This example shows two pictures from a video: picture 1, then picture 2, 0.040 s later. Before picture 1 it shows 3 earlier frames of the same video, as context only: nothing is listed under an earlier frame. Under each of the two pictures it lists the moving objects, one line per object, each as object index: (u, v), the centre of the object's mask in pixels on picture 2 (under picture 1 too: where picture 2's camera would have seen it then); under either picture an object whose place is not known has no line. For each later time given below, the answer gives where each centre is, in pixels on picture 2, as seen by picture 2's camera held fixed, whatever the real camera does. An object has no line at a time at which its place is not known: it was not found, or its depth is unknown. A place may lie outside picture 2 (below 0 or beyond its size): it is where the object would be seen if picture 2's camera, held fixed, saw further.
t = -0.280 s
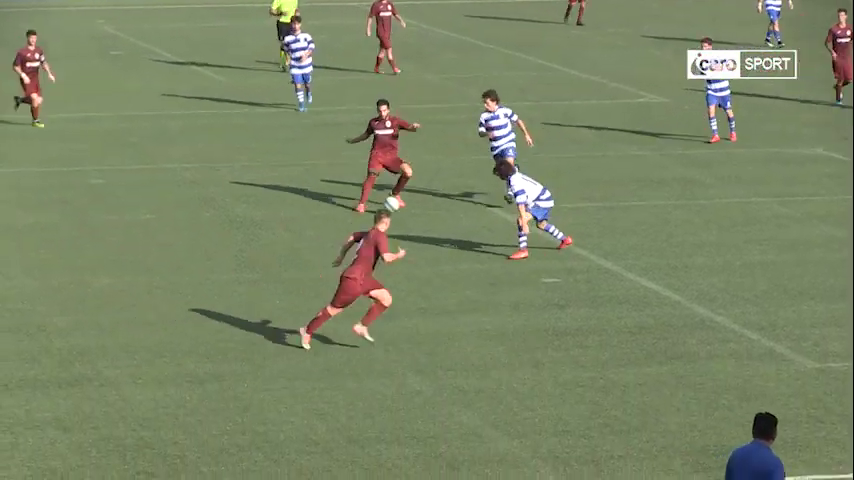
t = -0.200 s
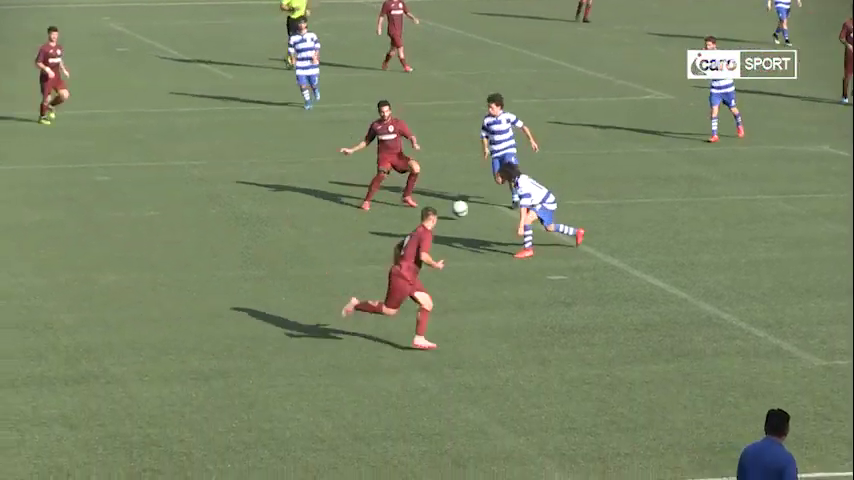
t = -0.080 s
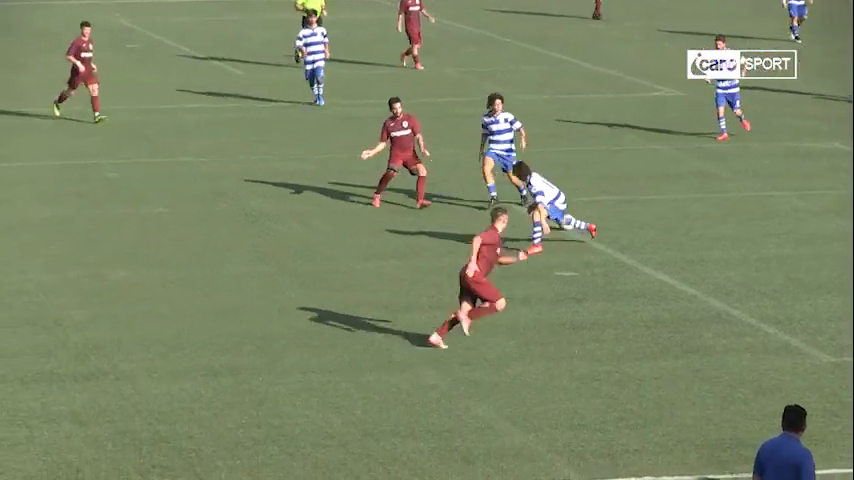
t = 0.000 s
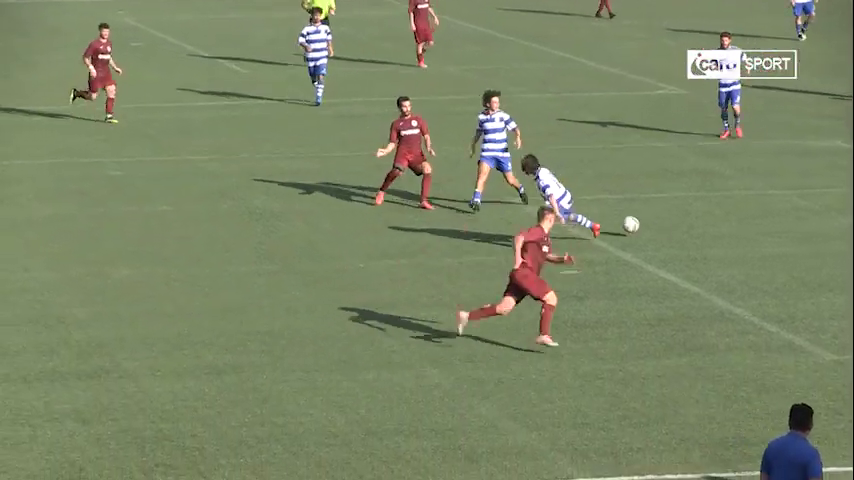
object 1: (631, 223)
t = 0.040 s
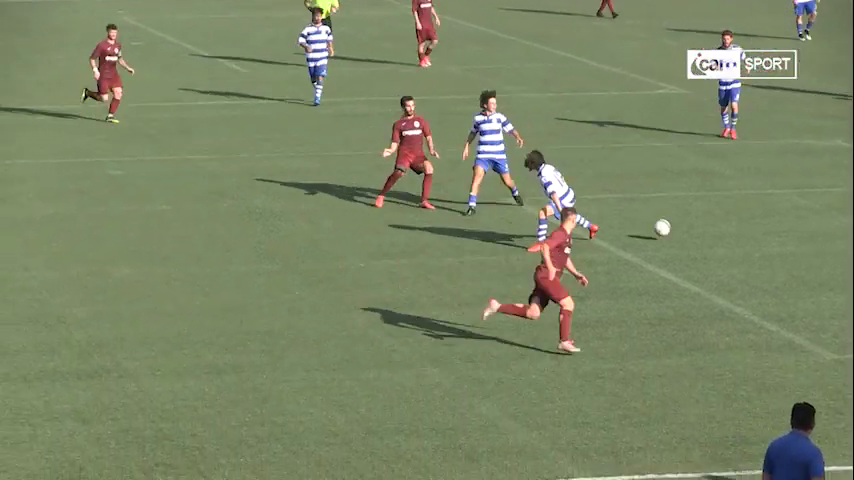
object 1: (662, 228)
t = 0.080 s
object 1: (692, 231)
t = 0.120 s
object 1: (724, 238)
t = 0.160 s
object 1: (756, 243)
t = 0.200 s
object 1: (785, 244)
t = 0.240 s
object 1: (813, 245)
